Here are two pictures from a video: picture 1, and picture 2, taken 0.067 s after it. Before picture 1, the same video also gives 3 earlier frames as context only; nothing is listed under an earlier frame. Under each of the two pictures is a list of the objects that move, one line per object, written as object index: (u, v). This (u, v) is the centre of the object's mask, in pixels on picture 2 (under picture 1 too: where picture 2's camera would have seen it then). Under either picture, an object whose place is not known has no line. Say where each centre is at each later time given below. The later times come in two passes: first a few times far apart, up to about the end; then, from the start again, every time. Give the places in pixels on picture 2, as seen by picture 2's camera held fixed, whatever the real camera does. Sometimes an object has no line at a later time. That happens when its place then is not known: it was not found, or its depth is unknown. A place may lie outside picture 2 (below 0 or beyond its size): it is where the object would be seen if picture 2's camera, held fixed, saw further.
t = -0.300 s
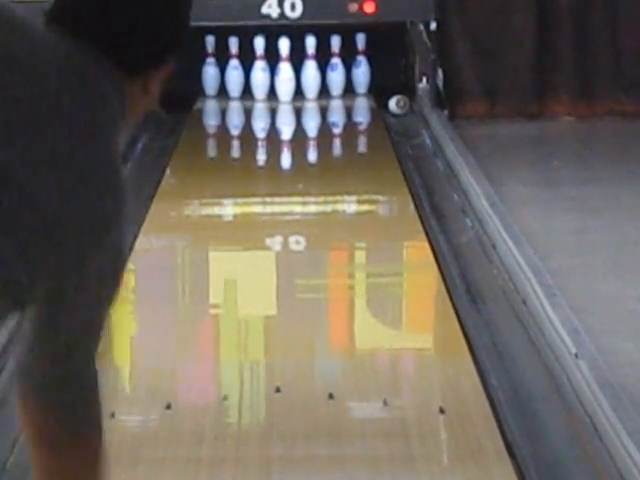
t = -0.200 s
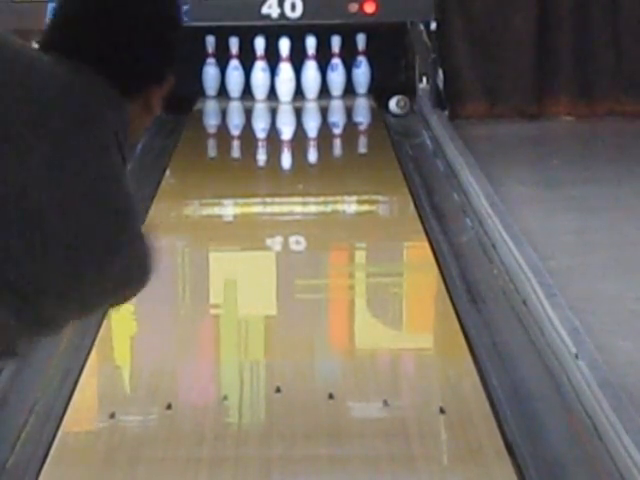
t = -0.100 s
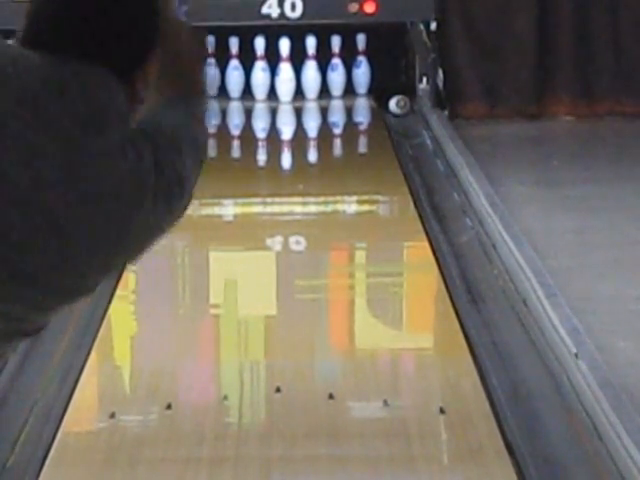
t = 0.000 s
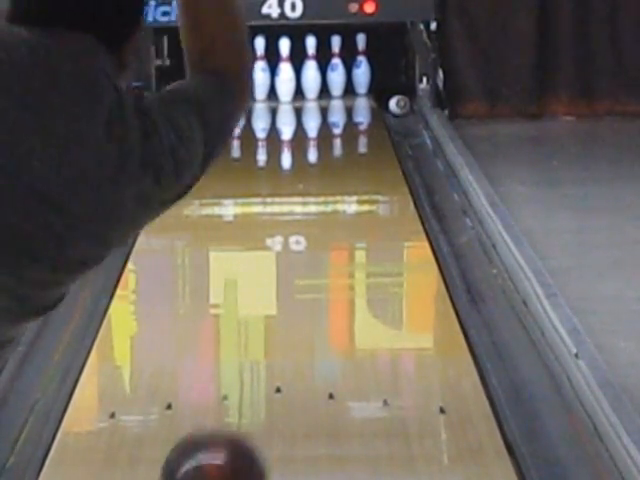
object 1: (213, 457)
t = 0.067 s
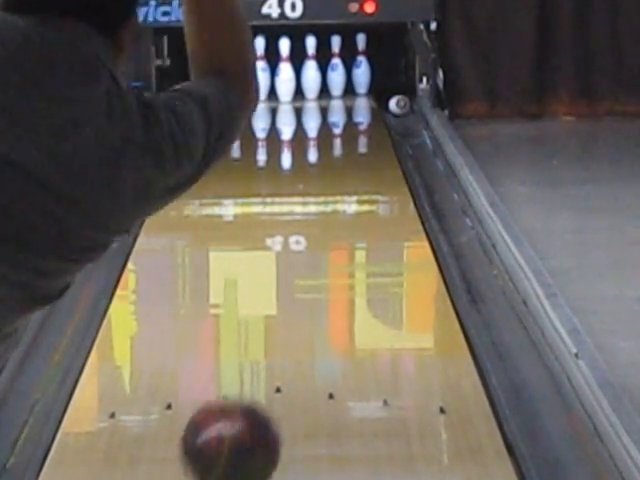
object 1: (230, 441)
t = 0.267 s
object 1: (271, 363)
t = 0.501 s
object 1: (303, 291)
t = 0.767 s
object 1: (328, 232)
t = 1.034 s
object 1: (344, 187)
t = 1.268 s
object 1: (354, 157)
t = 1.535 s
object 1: (356, 130)
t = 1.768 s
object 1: (342, 110)
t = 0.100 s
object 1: (238, 432)
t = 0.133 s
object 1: (245, 417)
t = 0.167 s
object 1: (252, 402)
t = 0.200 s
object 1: (259, 388)
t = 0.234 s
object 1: (265, 376)
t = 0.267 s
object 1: (271, 363)
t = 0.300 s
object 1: (276, 351)
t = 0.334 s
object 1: (281, 340)
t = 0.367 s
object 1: (286, 330)
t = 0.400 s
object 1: (291, 320)
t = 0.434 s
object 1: (295, 310)
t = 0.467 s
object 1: (299, 301)
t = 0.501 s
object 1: (303, 291)
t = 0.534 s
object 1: (306, 284)
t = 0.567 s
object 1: (310, 275)
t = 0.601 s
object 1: (313, 267)
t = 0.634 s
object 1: (316, 259)
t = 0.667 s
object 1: (320, 253)
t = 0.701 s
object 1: (323, 245)
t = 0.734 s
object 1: (325, 238)
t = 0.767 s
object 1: (328, 232)
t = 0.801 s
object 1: (330, 225)
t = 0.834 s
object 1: (332, 219)
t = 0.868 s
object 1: (335, 213)
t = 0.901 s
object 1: (337, 208)
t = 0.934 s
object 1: (339, 203)
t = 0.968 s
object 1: (341, 199)
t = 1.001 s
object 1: (343, 193)
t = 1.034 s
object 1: (344, 187)
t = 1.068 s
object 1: (347, 183)
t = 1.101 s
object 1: (348, 180)
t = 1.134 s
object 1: (349, 175)
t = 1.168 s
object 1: (351, 170)
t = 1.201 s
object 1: (352, 166)
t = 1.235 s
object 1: (354, 163)
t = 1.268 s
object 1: (354, 157)
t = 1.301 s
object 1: (355, 153)
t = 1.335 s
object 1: (356, 150)
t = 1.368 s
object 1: (356, 147)
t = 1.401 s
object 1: (356, 144)
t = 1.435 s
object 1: (357, 140)
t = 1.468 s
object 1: (357, 136)
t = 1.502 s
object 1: (356, 134)
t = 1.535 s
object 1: (356, 130)
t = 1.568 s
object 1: (355, 126)
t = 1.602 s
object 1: (353, 124)
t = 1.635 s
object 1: (351, 121)
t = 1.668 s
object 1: (348, 119)
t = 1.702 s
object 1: (346, 116)
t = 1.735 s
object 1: (345, 113)
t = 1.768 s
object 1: (342, 110)
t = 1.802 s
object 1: (338, 108)
